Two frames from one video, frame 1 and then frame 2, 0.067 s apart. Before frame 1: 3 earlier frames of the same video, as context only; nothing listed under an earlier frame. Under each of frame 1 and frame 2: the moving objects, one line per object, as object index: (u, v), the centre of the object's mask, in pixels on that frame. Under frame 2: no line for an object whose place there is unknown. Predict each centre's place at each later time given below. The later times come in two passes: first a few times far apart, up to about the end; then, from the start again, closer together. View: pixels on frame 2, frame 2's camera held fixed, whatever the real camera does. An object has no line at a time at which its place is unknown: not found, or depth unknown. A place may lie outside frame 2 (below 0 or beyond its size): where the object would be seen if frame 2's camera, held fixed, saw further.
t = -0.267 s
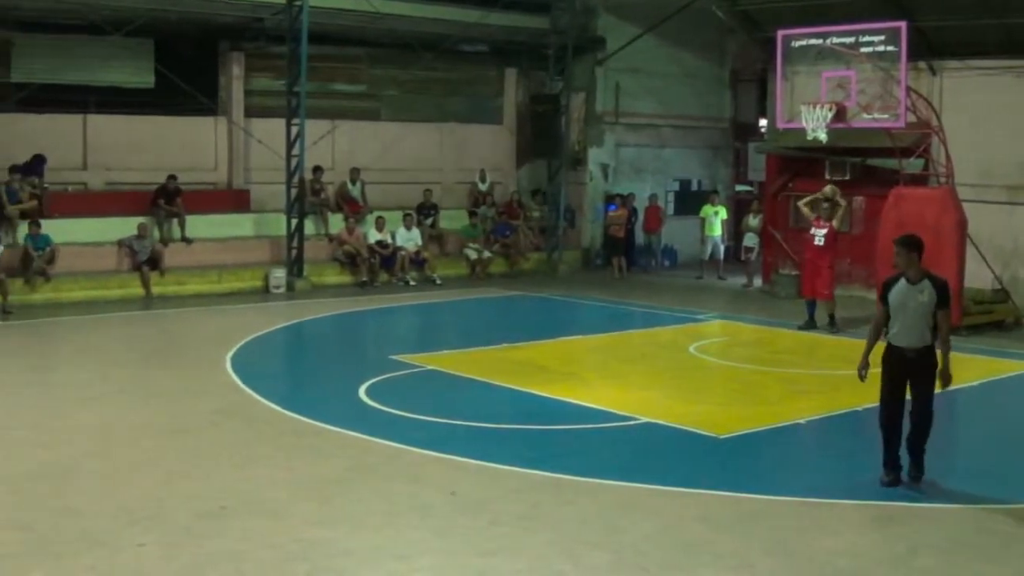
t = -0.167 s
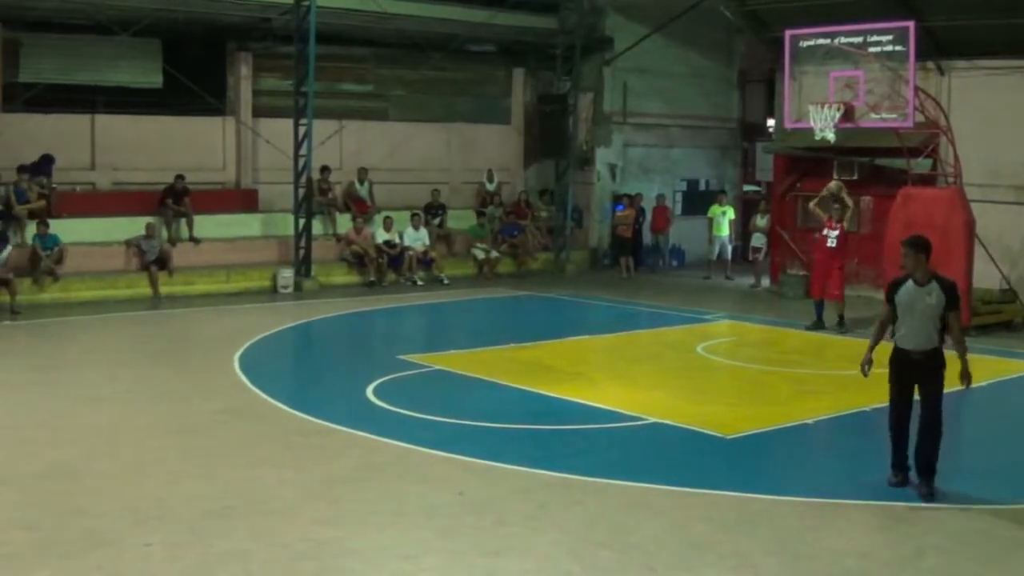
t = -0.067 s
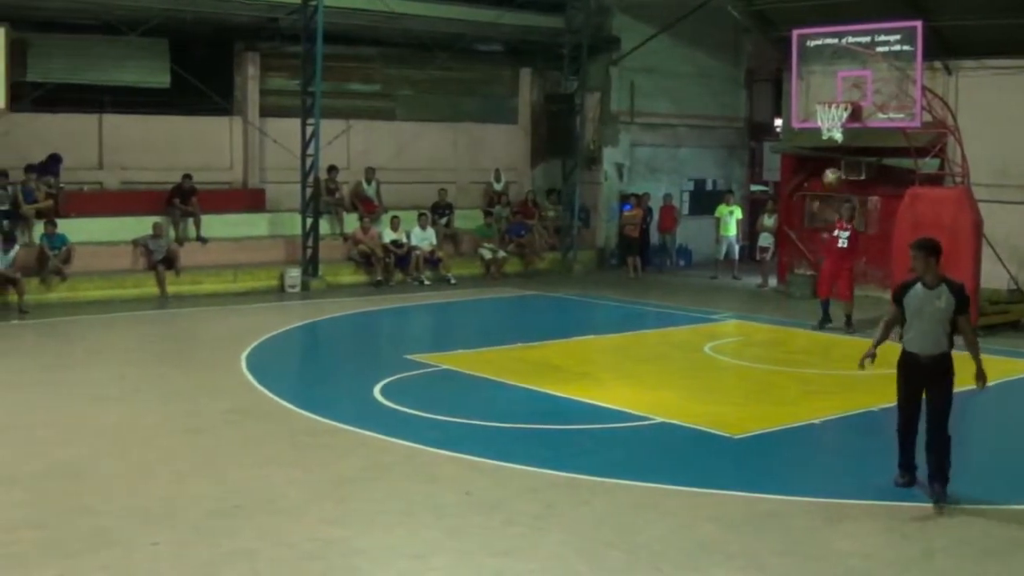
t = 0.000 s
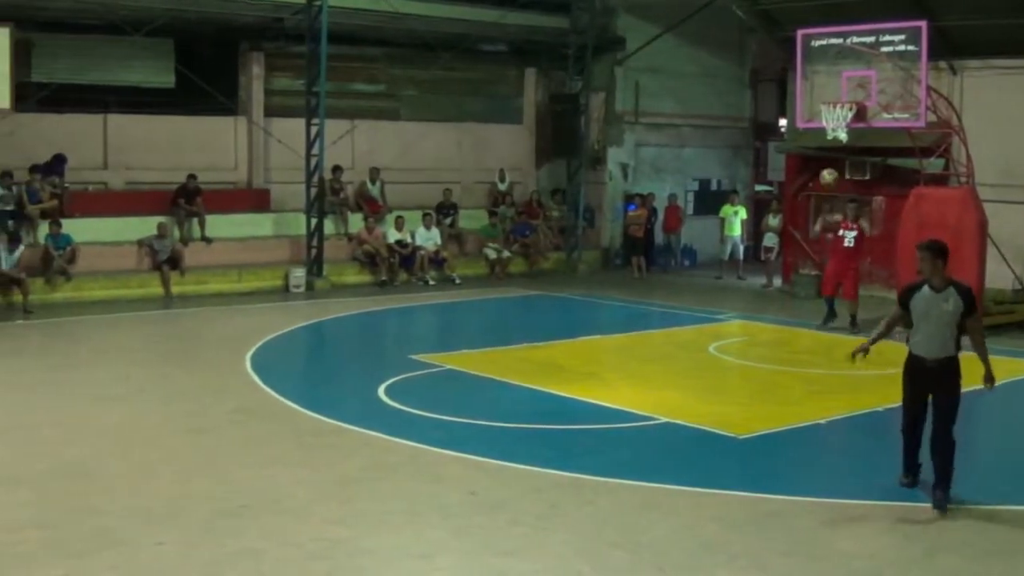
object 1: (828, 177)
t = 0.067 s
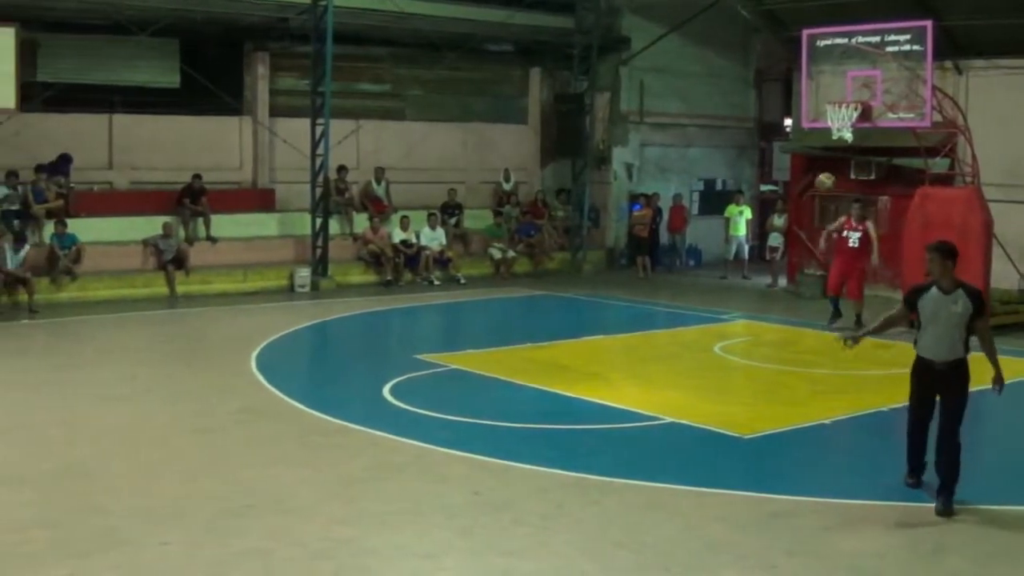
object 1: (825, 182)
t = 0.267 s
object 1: (794, 228)
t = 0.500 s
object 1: (740, 359)
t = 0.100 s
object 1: (820, 185)
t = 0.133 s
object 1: (816, 192)
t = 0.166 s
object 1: (811, 197)
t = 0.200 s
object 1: (806, 205)
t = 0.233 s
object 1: (800, 217)
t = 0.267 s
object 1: (794, 228)
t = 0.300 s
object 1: (789, 241)
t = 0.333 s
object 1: (782, 251)
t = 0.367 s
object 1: (774, 270)
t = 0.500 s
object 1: (740, 359)
